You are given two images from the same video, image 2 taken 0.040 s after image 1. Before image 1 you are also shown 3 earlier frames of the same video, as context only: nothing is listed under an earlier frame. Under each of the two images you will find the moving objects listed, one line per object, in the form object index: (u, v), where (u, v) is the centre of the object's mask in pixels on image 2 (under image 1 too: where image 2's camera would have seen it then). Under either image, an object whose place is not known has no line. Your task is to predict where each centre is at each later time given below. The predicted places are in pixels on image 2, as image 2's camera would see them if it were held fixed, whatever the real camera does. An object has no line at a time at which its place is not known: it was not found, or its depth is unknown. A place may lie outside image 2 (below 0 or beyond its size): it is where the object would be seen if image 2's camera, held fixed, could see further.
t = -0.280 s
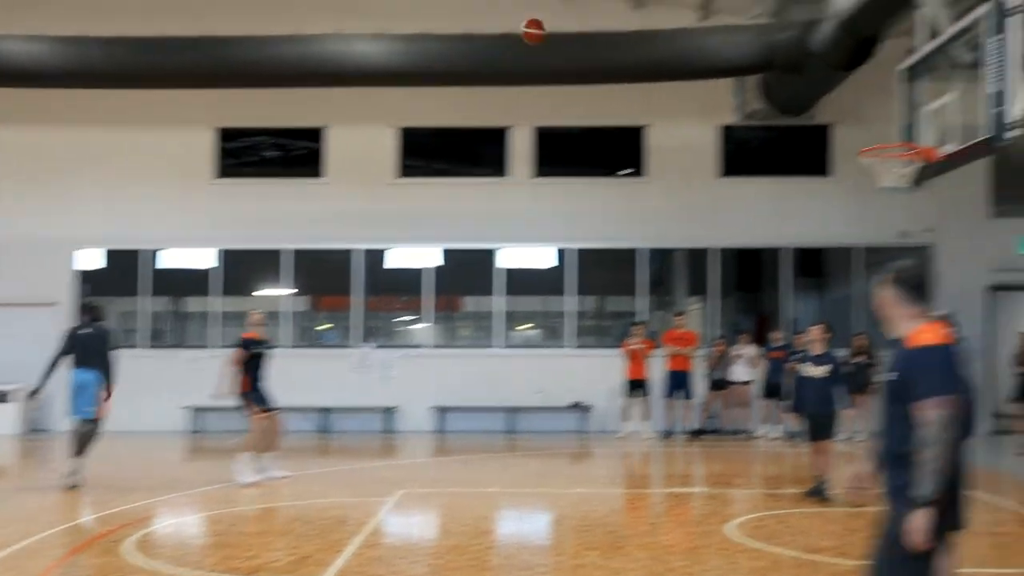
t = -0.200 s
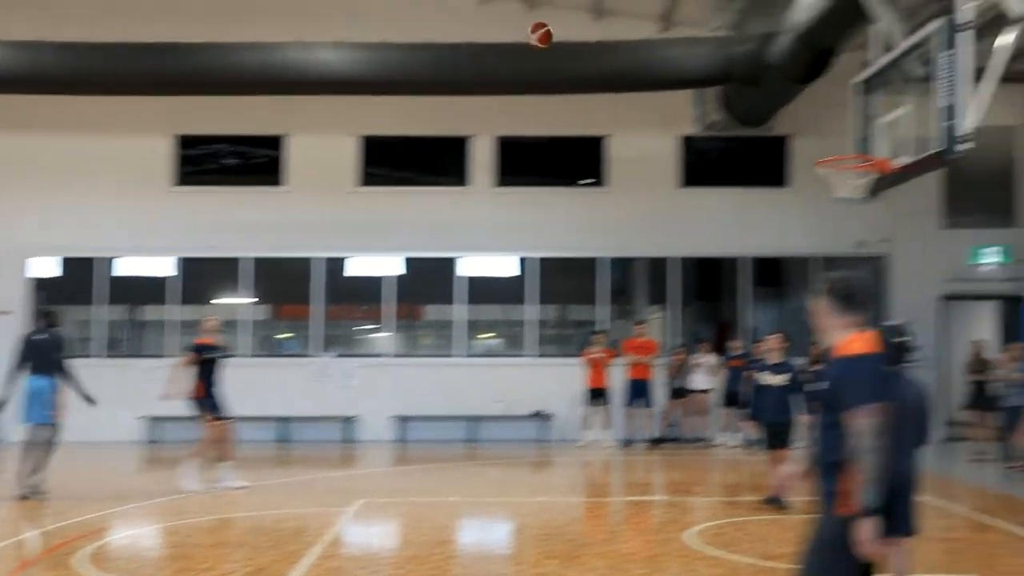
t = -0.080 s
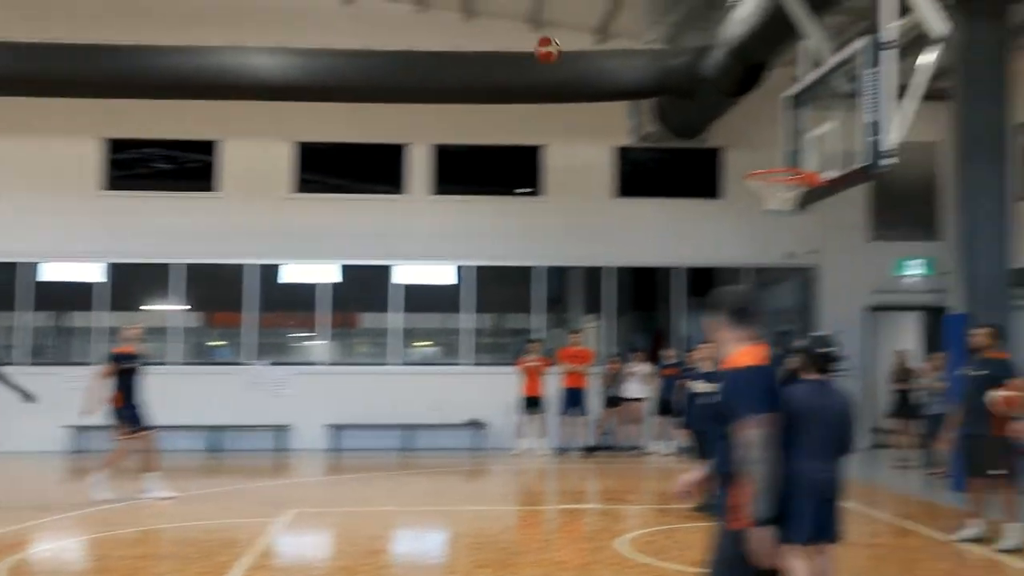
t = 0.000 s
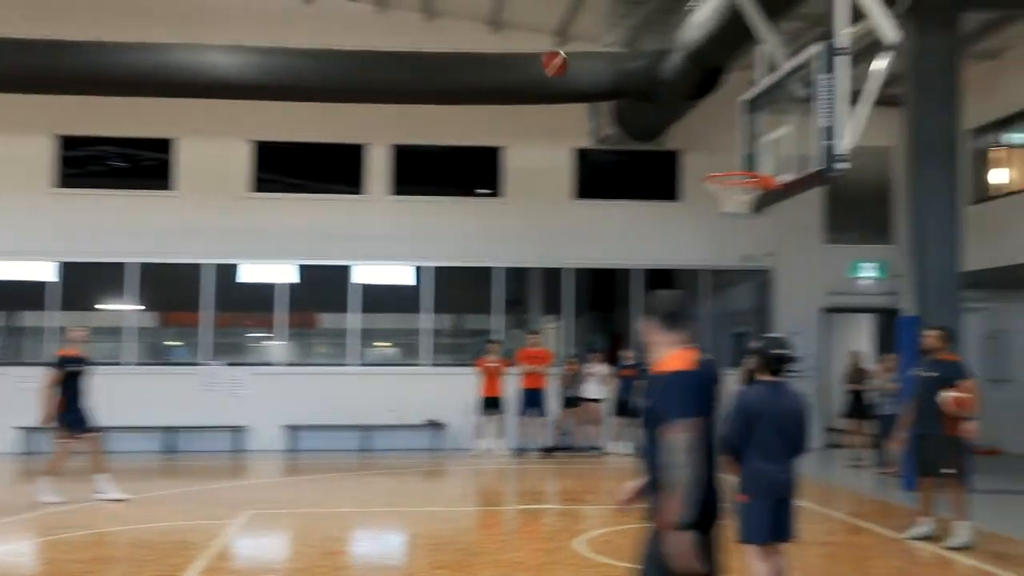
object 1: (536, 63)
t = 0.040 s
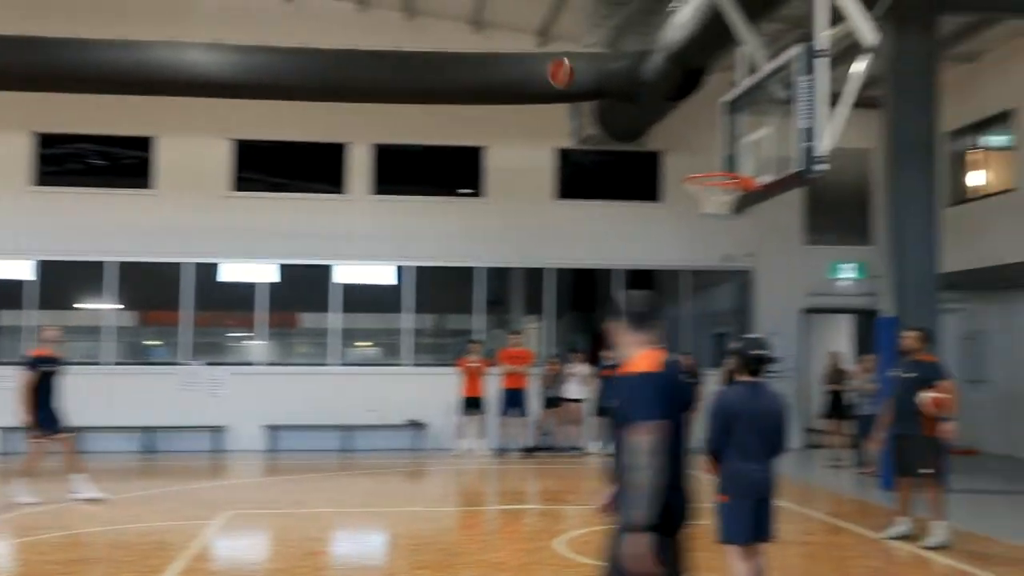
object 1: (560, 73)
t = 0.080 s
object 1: (584, 84)
